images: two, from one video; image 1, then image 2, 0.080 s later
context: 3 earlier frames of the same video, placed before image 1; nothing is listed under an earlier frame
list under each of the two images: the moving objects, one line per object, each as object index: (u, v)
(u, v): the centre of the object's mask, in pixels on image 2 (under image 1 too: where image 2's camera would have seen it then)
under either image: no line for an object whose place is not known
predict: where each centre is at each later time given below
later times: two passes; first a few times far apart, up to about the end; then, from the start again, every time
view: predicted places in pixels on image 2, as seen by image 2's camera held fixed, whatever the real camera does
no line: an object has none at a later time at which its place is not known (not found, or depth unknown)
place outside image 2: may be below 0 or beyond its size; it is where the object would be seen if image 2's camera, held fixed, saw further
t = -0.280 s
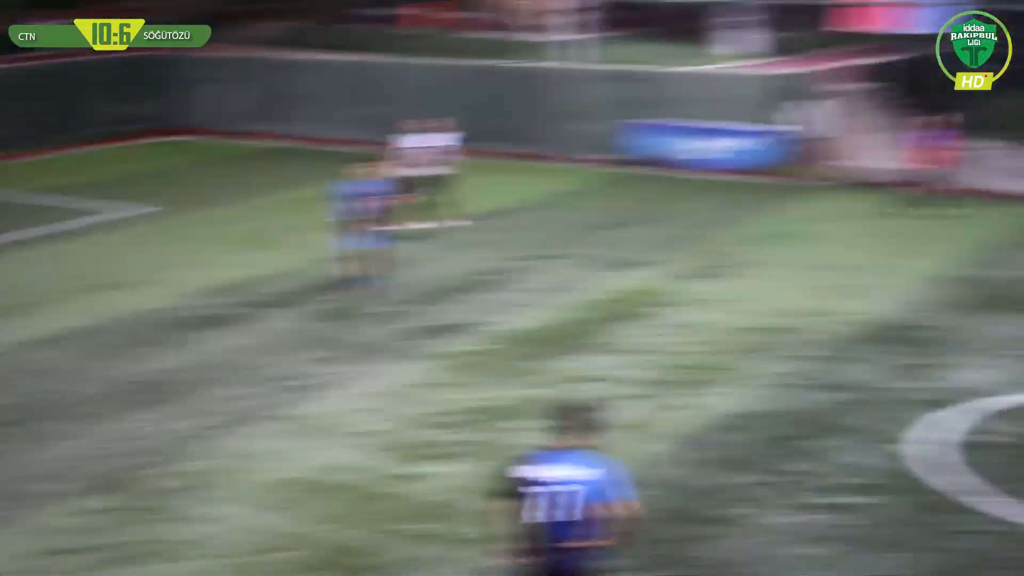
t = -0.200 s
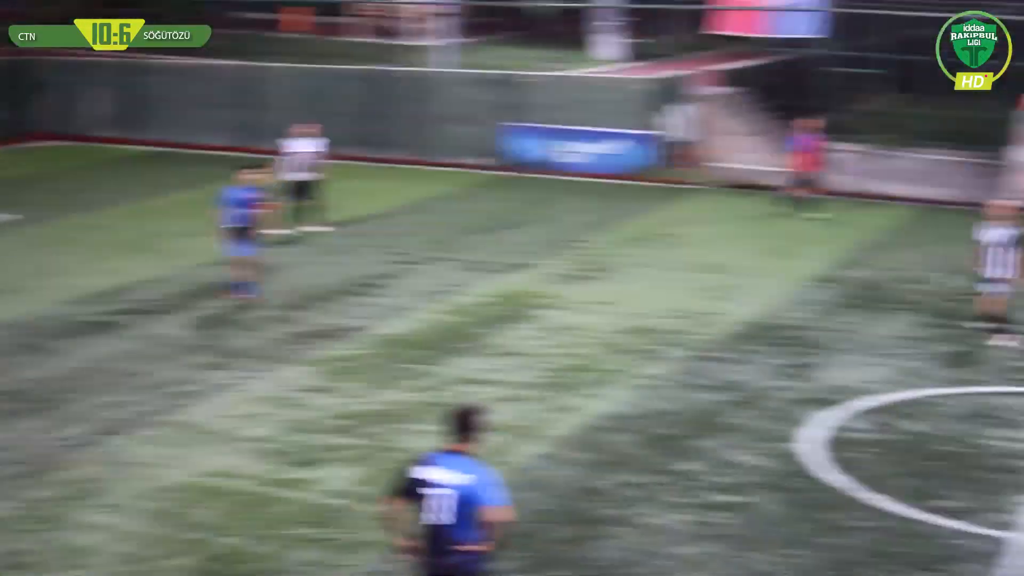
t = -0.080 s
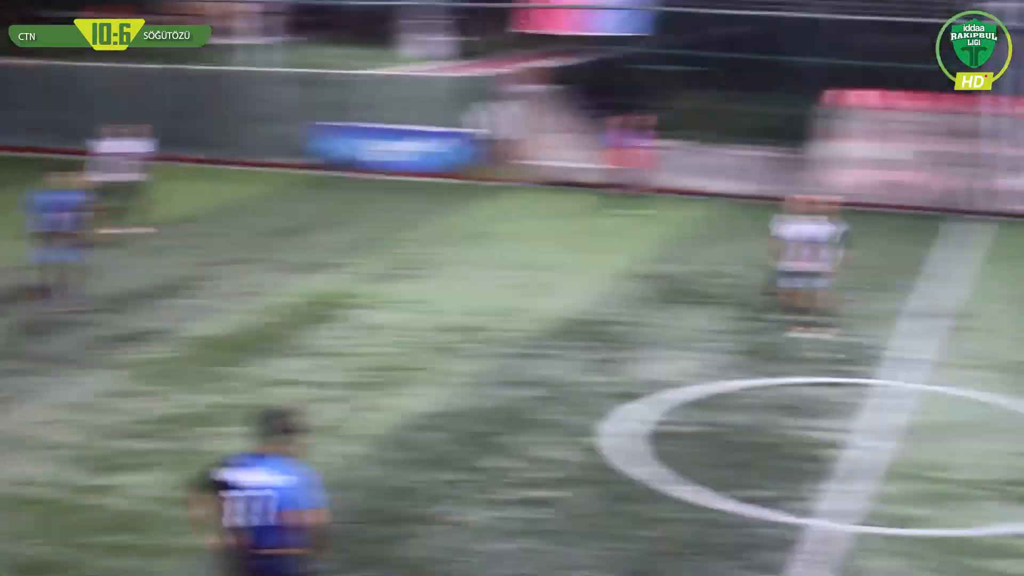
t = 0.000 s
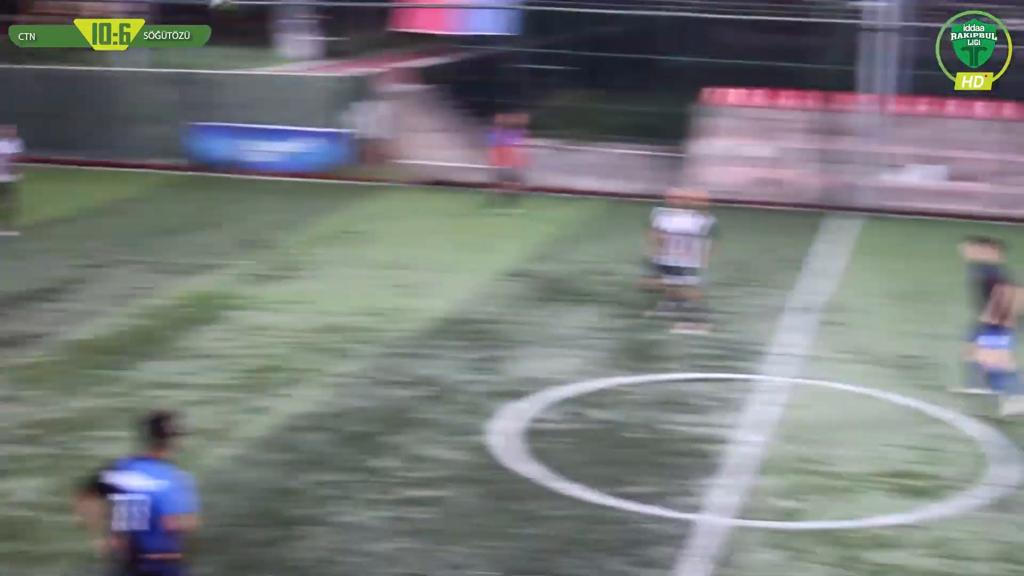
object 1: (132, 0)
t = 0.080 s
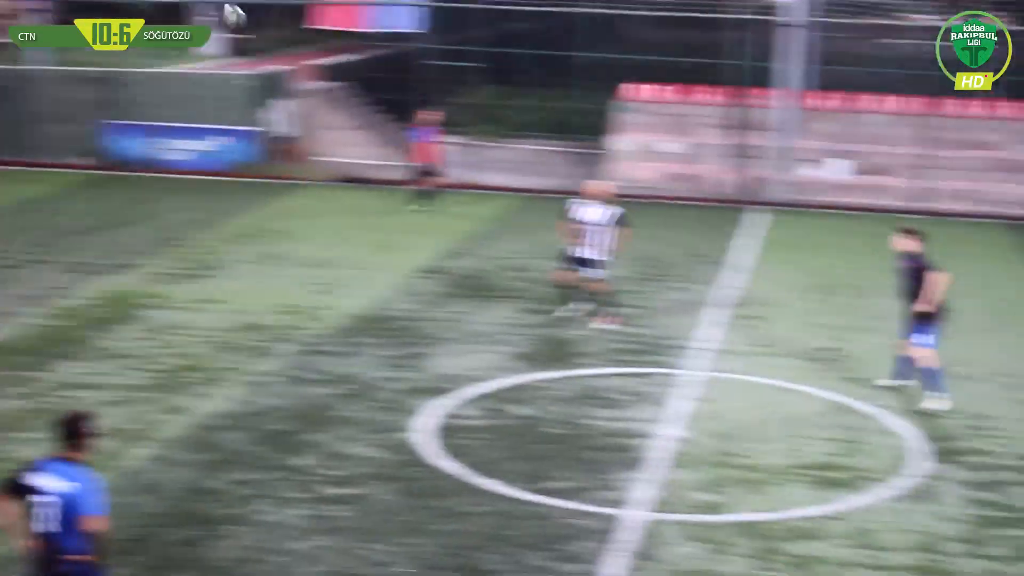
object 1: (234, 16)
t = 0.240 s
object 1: (438, 77)
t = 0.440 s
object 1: (707, 187)
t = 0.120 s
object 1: (284, 28)
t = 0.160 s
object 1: (334, 44)
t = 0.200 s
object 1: (385, 59)
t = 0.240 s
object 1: (438, 77)
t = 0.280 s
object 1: (491, 95)
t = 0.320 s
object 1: (543, 115)
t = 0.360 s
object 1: (594, 137)
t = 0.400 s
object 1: (651, 162)
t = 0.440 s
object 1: (707, 187)
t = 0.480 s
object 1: (759, 214)
